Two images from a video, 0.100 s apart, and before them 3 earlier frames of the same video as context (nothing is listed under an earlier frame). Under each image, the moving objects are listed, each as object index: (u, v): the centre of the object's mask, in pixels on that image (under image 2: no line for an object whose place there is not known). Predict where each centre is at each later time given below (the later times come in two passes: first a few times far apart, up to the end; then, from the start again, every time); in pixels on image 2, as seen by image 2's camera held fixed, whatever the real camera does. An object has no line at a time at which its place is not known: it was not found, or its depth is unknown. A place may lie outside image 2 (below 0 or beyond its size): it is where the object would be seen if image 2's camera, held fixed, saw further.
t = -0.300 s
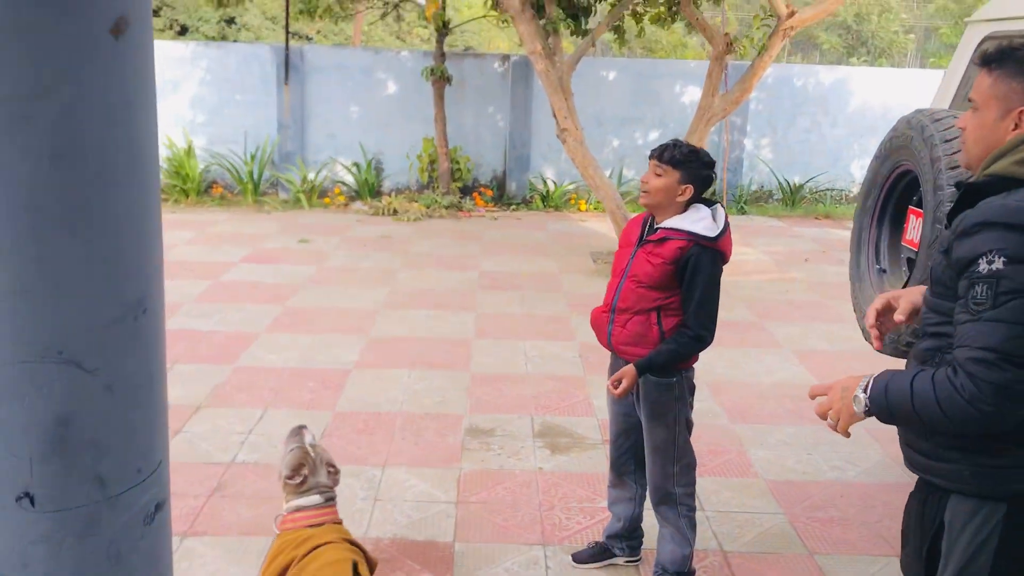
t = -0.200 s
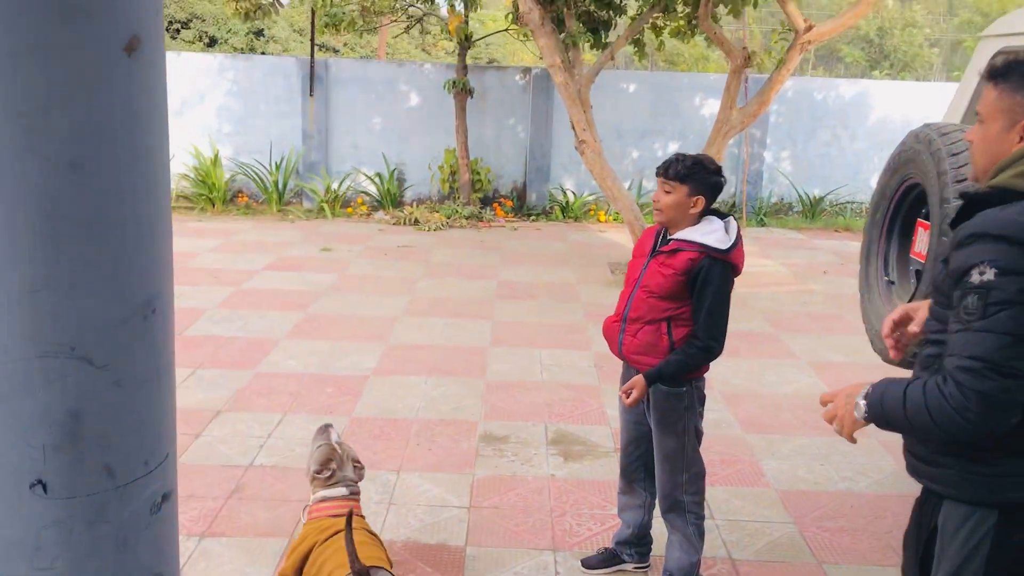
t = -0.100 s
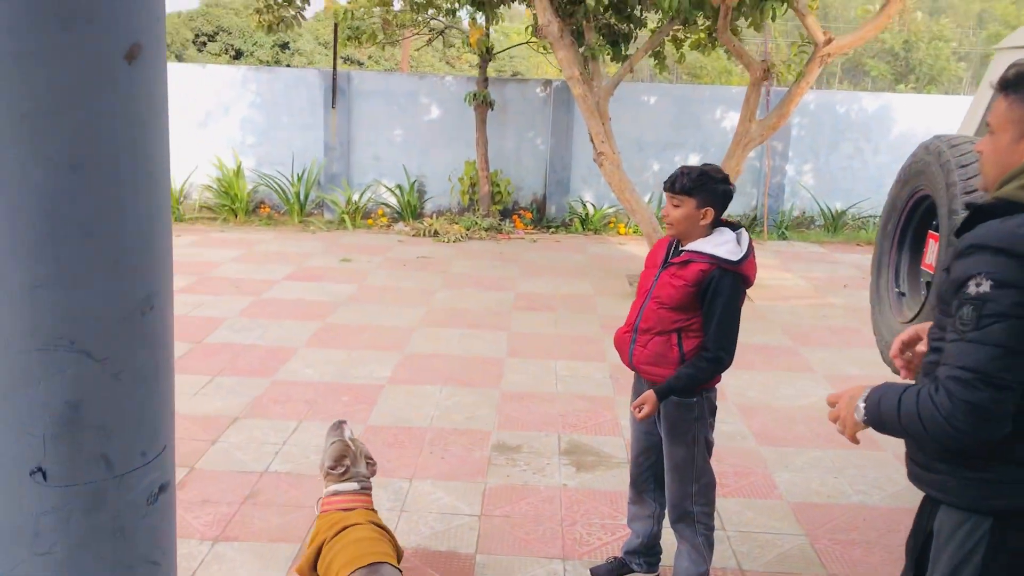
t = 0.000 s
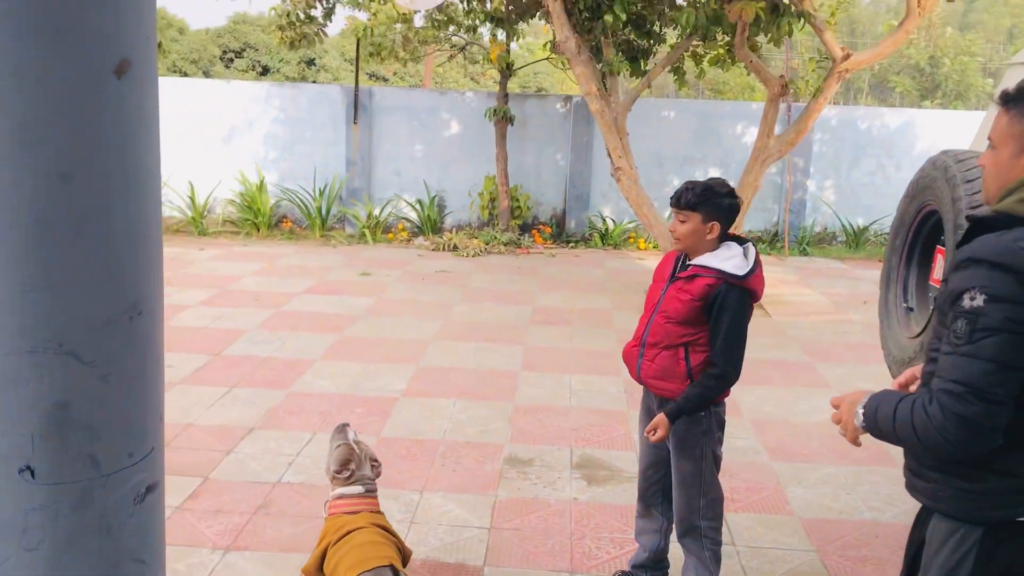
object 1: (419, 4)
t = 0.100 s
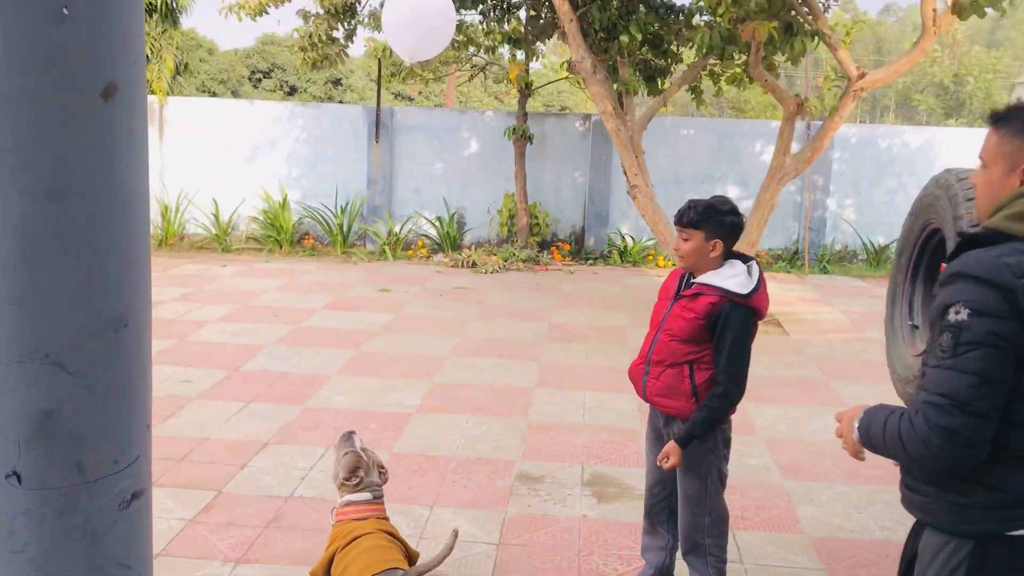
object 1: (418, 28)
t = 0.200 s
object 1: (398, 53)
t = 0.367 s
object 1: (366, 114)
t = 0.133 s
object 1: (412, 31)
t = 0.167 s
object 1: (405, 42)
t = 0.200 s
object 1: (398, 53)
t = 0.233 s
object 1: (392, 65)
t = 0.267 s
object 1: (385, 77)
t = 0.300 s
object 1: (378, 89)
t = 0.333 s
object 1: (372, 102)
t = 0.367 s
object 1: (366, 114)
